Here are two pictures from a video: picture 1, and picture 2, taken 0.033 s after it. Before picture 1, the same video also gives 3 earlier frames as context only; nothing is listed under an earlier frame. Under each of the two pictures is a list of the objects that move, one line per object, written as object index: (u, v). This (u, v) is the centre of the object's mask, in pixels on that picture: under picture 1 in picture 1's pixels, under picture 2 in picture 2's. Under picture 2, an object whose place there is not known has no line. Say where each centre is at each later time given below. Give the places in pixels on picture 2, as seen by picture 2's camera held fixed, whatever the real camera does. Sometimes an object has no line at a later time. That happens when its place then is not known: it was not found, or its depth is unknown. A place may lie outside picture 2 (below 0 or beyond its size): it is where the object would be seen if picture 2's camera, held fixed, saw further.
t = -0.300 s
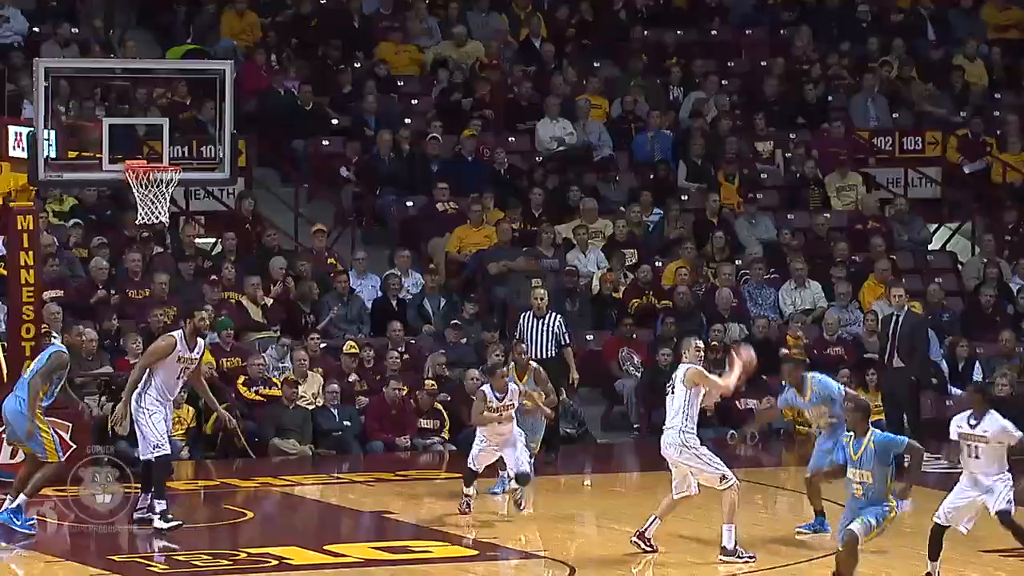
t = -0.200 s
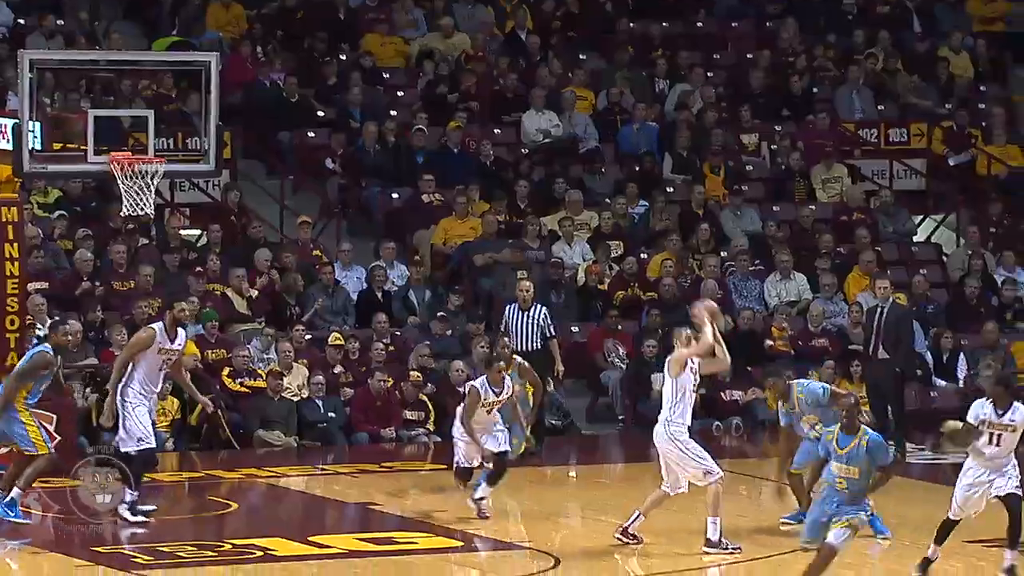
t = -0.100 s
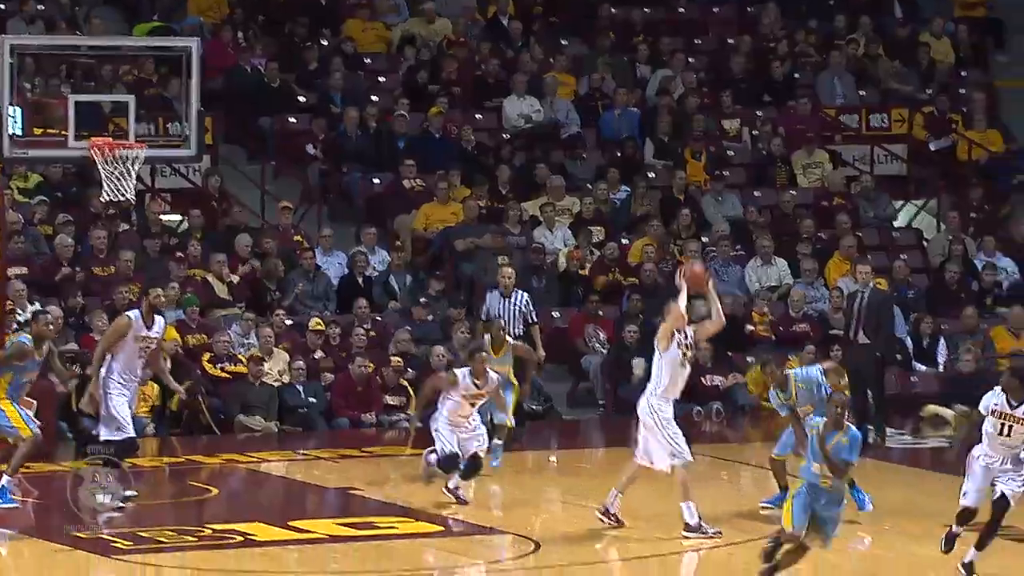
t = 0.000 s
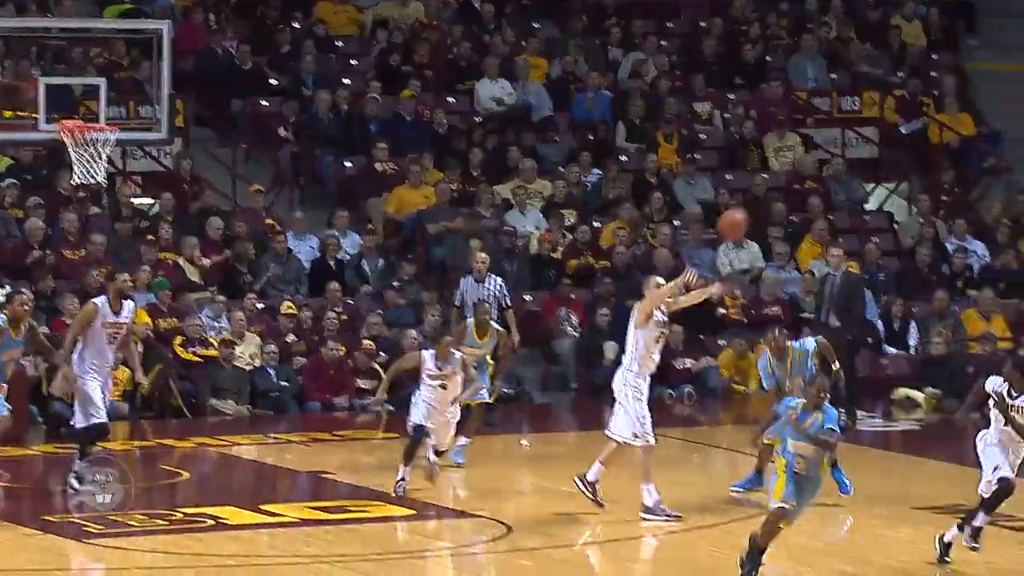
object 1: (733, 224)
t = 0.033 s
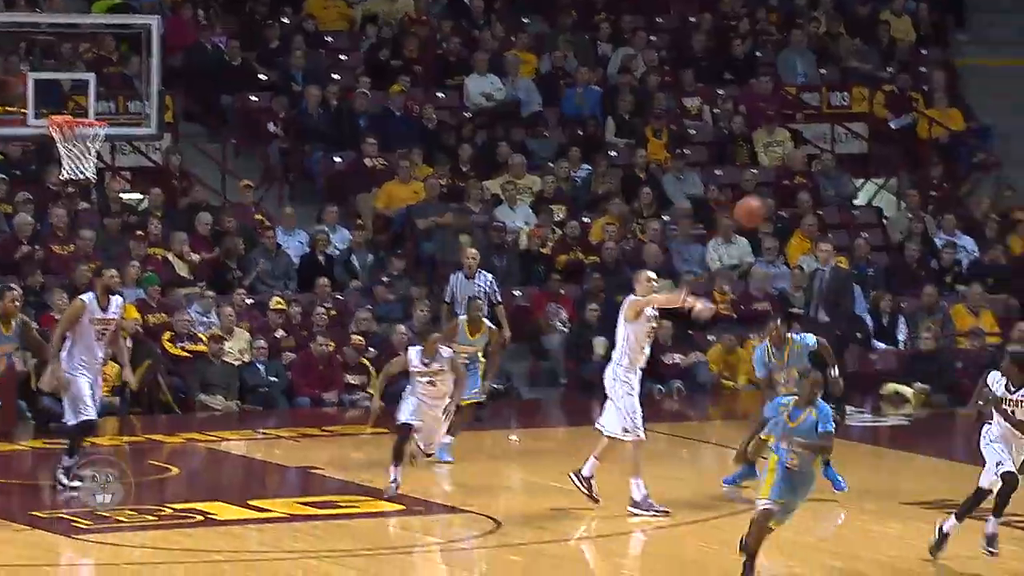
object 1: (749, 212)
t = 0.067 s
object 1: (776, 205)
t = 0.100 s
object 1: (804, 199)
